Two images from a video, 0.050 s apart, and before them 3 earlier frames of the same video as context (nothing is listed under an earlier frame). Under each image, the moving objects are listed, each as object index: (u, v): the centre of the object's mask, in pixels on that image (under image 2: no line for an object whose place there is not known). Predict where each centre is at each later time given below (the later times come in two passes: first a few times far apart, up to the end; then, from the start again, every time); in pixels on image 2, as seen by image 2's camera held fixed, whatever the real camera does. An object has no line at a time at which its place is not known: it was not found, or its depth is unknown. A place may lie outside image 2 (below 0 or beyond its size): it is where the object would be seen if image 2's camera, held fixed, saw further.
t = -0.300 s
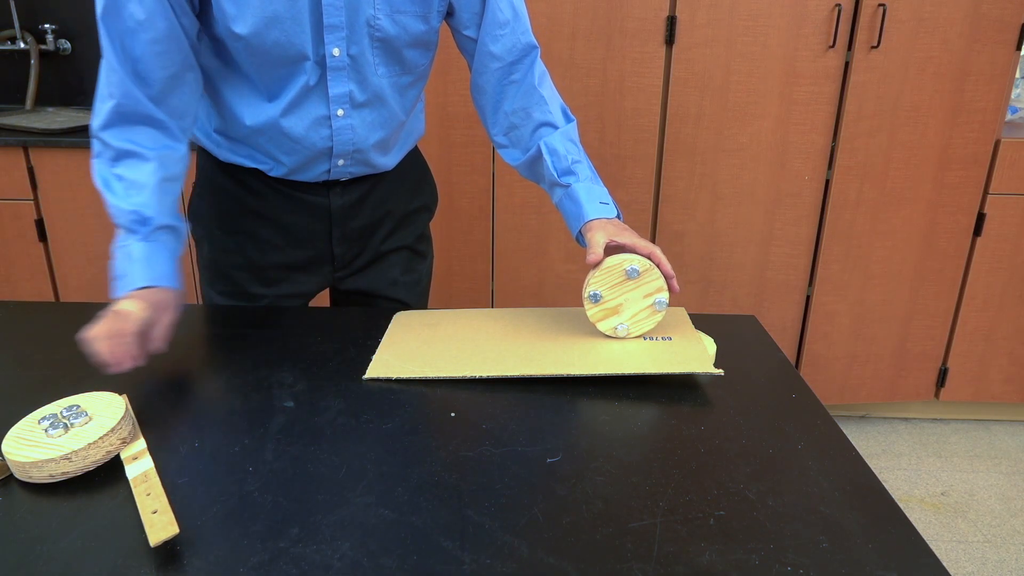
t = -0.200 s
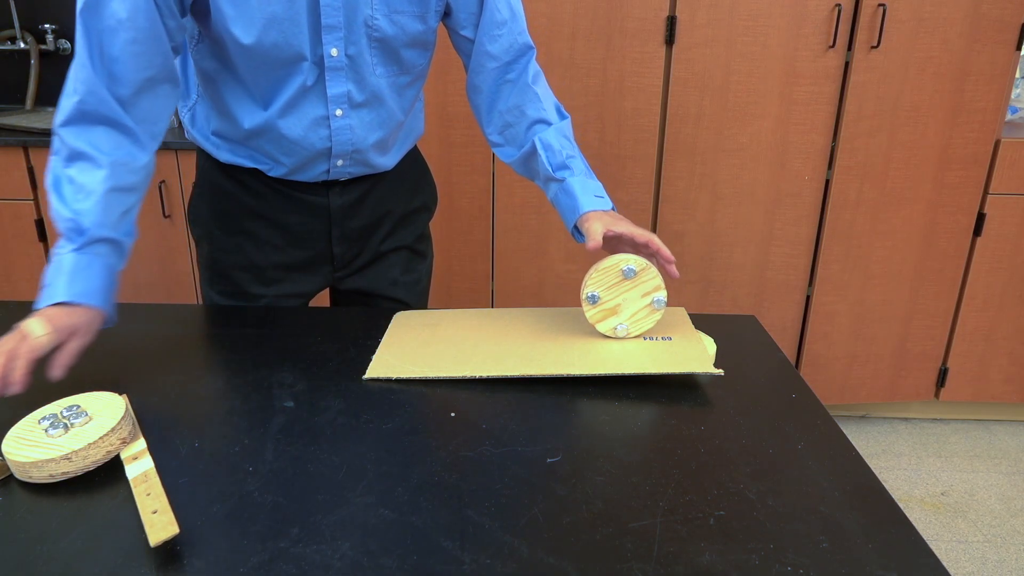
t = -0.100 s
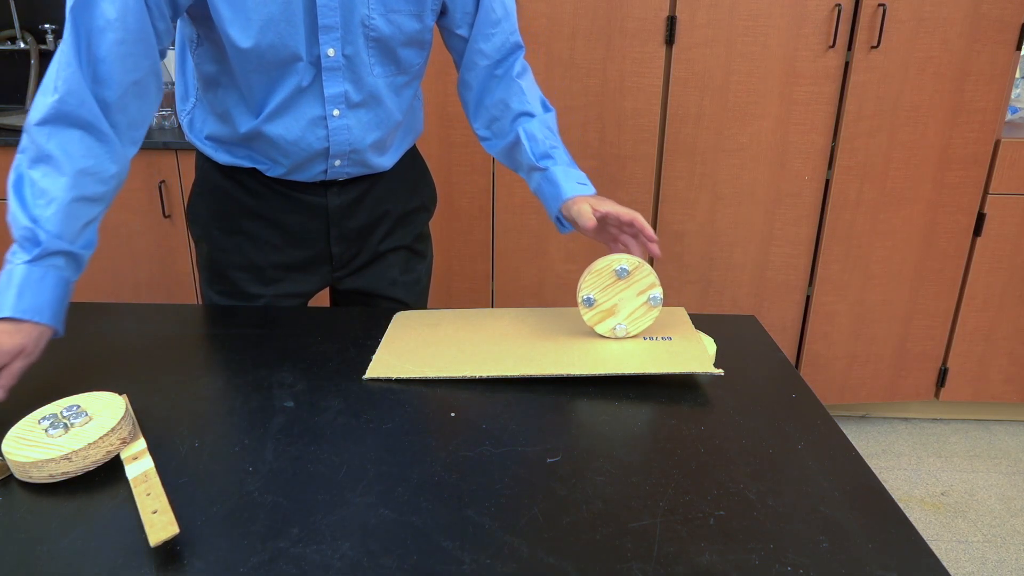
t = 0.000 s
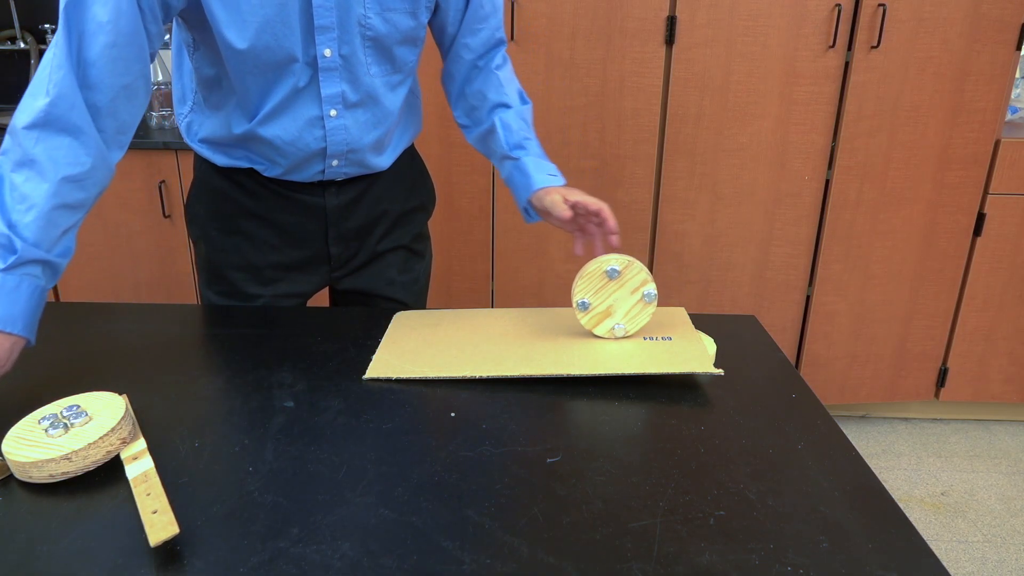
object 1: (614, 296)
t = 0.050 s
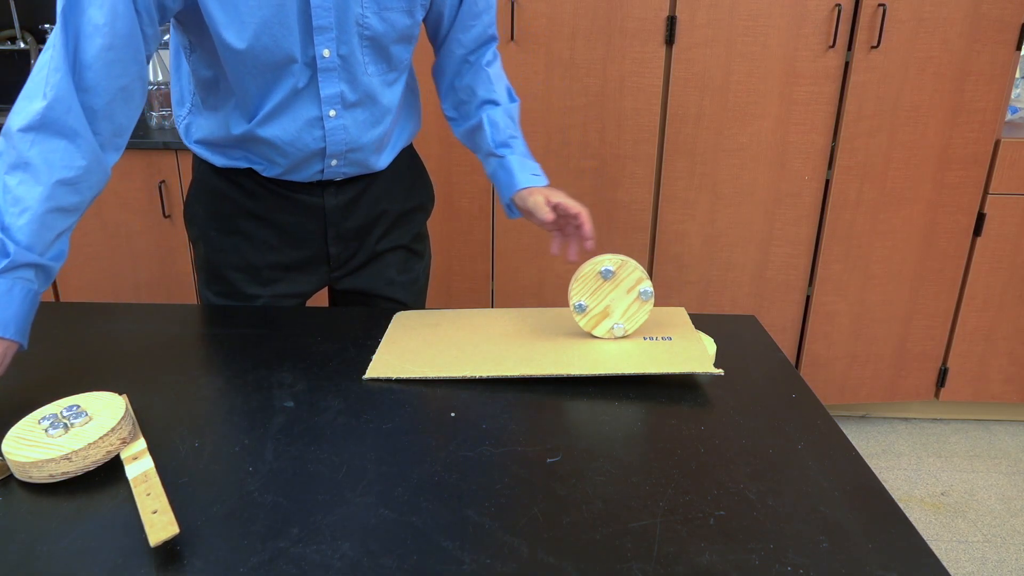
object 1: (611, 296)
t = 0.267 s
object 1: (591, 297)
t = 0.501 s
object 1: (560, 298)
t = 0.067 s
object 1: (609, 296)
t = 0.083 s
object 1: (608, 296)
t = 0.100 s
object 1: (607, 296)
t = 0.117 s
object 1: (606, 296)
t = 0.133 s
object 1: (604, 296)
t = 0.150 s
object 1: (603, 296)
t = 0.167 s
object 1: (601, 296)
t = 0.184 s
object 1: (600, 296)
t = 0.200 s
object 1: (598, 297)
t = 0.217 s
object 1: (596, 297)
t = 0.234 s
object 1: (595, 297)
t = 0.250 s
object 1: (593, 297)
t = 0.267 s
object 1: (591, 297)
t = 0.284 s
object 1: (589, 297)
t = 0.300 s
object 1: (587, 297)
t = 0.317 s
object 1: (585, 297)
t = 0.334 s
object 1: (583, 297)
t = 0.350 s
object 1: (581, 297)
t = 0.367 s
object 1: (579, 297)
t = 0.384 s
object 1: (577, 297)
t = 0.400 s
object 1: (575, 297)
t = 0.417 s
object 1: (573, 297)
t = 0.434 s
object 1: (570, 298)
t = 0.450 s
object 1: (568, 298)
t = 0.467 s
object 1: (565, 298)
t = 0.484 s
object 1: (563, 298)
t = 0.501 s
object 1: (560, 298)
